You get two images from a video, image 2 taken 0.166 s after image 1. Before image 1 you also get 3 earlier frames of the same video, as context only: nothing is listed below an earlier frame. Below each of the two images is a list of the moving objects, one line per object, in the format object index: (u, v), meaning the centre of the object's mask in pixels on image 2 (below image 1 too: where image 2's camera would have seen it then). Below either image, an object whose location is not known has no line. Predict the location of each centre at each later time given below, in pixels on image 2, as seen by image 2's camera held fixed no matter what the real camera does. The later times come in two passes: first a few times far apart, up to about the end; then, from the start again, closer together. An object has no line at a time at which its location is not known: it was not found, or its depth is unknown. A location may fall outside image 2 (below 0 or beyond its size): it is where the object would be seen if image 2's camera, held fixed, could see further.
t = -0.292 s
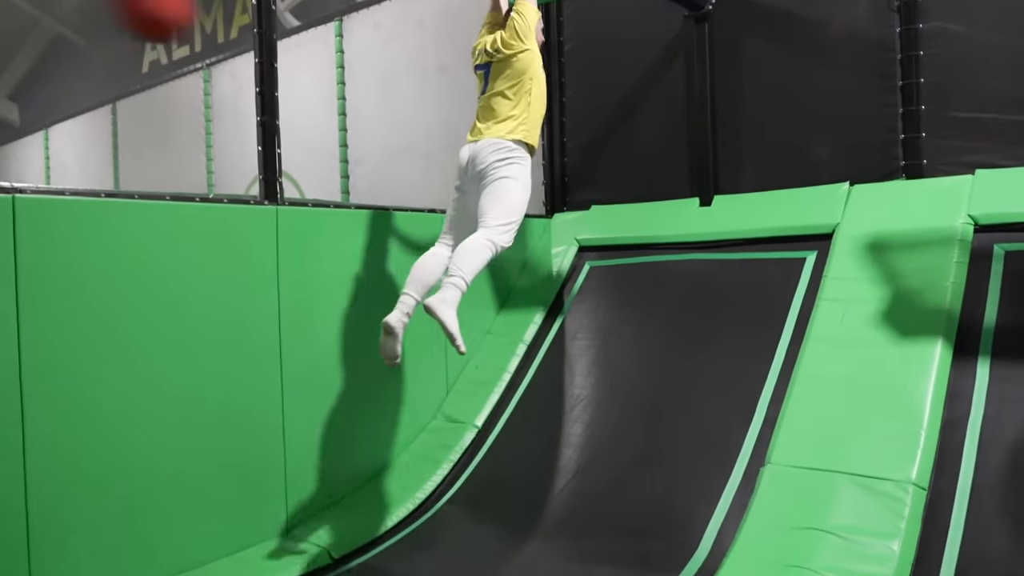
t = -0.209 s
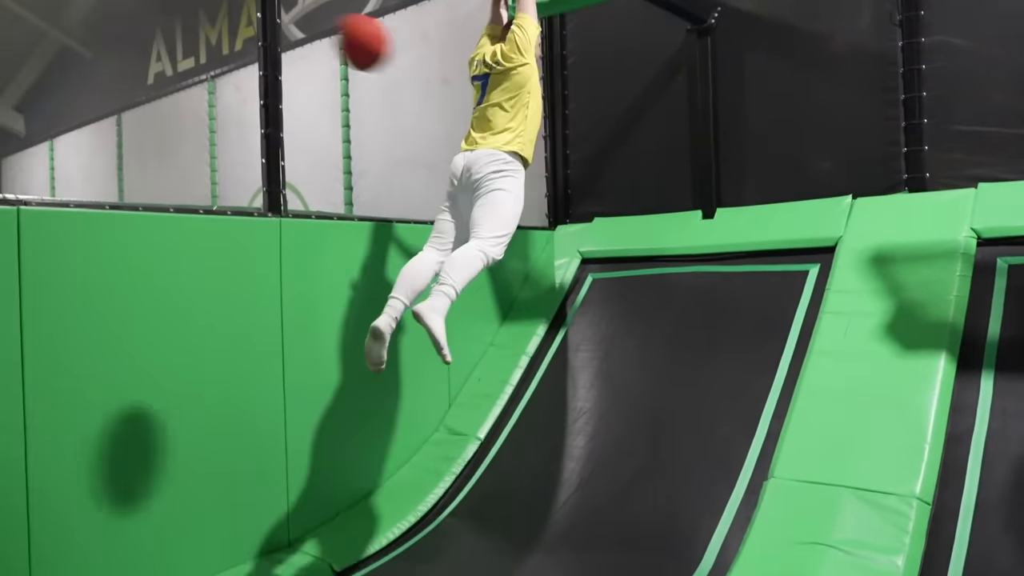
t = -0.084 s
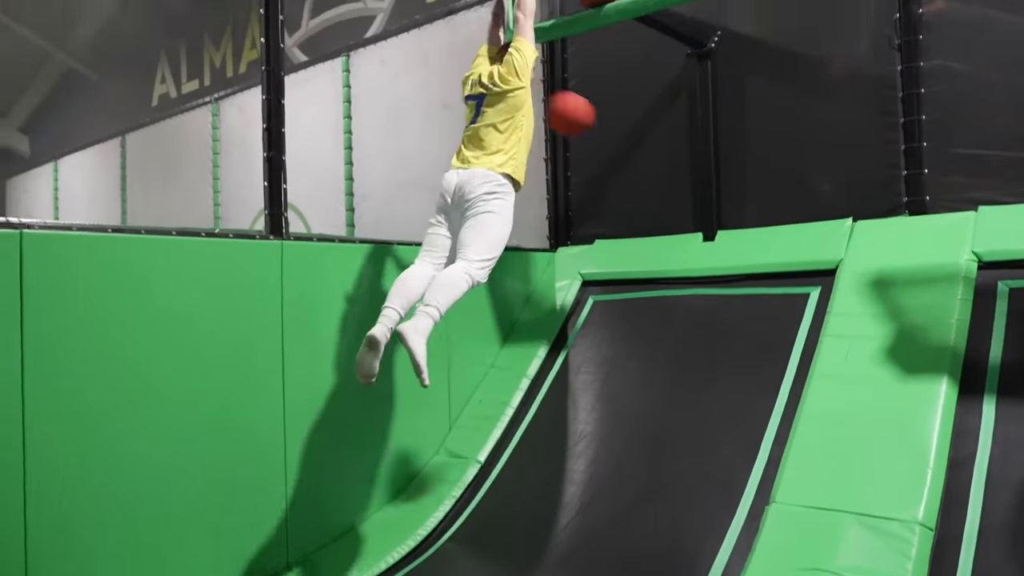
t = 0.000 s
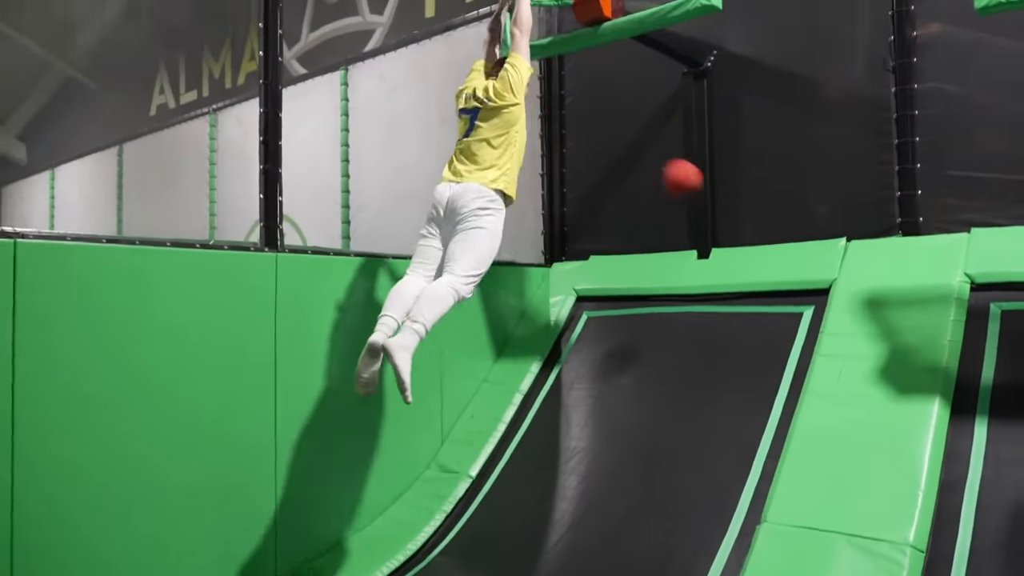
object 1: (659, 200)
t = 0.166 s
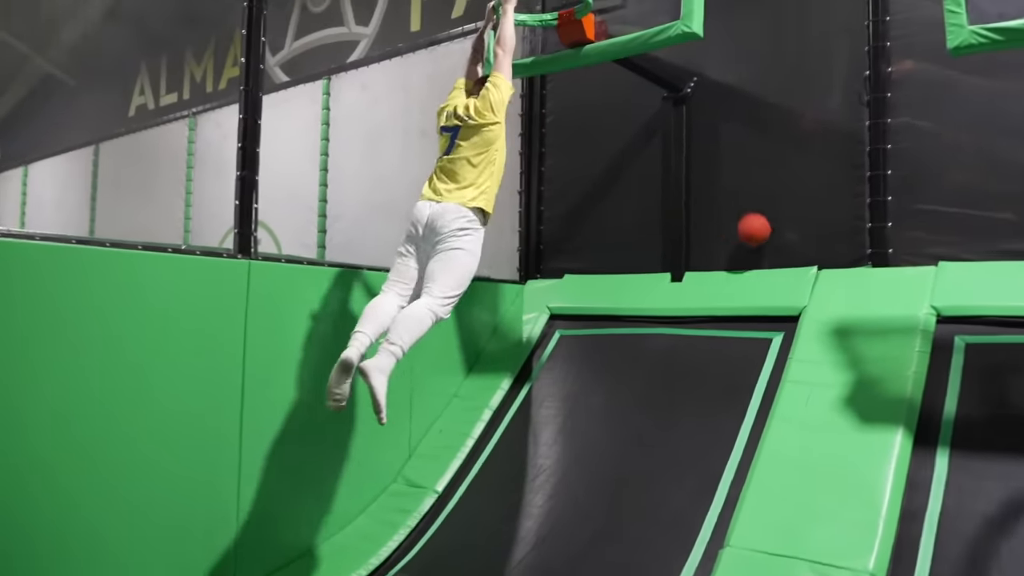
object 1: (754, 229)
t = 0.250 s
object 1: (762, 182)
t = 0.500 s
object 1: (792, 90)
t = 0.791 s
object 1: (827, 112)
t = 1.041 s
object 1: (866, 263)
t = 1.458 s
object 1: (891, 484)
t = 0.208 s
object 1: (758, 204)
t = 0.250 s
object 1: (762, 182)
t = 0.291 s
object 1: (766, 161)
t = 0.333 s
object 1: (771, 143)
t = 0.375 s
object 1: (776, 126)
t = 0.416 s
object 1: (781, 113)
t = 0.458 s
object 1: (786, 102)
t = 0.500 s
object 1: (792, 90)
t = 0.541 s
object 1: (796, 86)
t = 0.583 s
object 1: (801, 82)
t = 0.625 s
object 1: (806, 83)
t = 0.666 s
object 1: (811, 86)
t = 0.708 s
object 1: (816, 92)
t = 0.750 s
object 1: (822, 101)
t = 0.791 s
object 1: (827, 112)
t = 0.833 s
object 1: (833, 126)
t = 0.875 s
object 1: (839, 142)
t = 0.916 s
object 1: (846, 163)
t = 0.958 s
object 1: (852, 188)
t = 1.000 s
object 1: (860, 230)
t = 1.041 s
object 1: (866, 263)
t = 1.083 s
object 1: (873, 302)
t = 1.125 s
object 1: (880, 344)
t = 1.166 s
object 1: (884, 367)
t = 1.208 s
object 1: (885, 373)
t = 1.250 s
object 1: (886, 383)
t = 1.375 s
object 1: (889, 434)
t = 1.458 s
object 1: (891, 484)
